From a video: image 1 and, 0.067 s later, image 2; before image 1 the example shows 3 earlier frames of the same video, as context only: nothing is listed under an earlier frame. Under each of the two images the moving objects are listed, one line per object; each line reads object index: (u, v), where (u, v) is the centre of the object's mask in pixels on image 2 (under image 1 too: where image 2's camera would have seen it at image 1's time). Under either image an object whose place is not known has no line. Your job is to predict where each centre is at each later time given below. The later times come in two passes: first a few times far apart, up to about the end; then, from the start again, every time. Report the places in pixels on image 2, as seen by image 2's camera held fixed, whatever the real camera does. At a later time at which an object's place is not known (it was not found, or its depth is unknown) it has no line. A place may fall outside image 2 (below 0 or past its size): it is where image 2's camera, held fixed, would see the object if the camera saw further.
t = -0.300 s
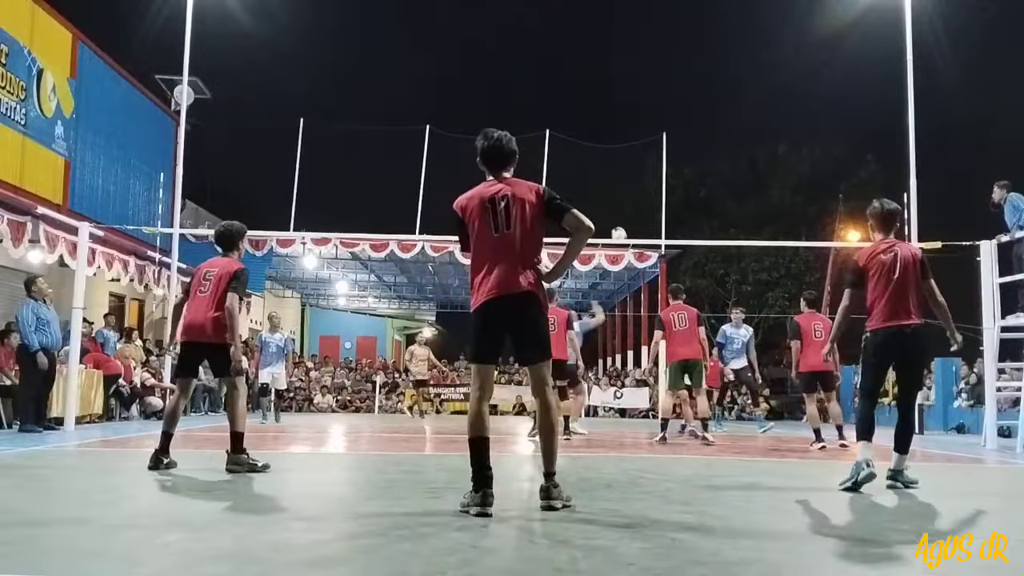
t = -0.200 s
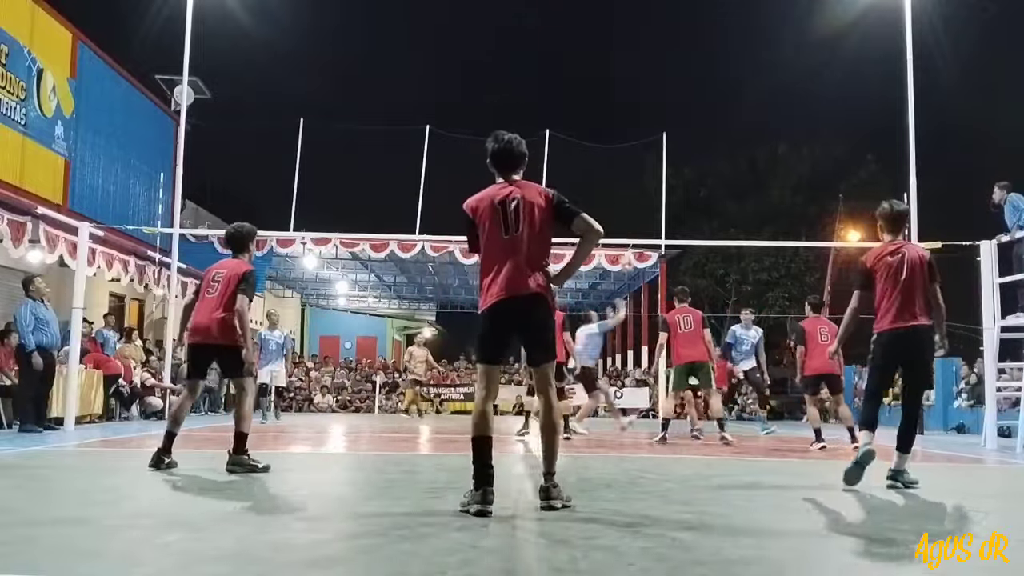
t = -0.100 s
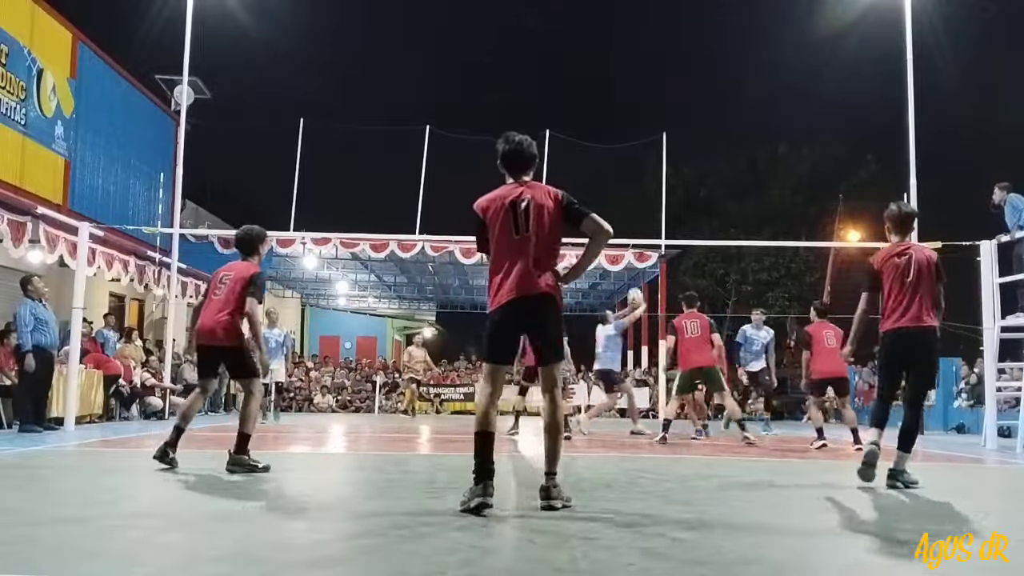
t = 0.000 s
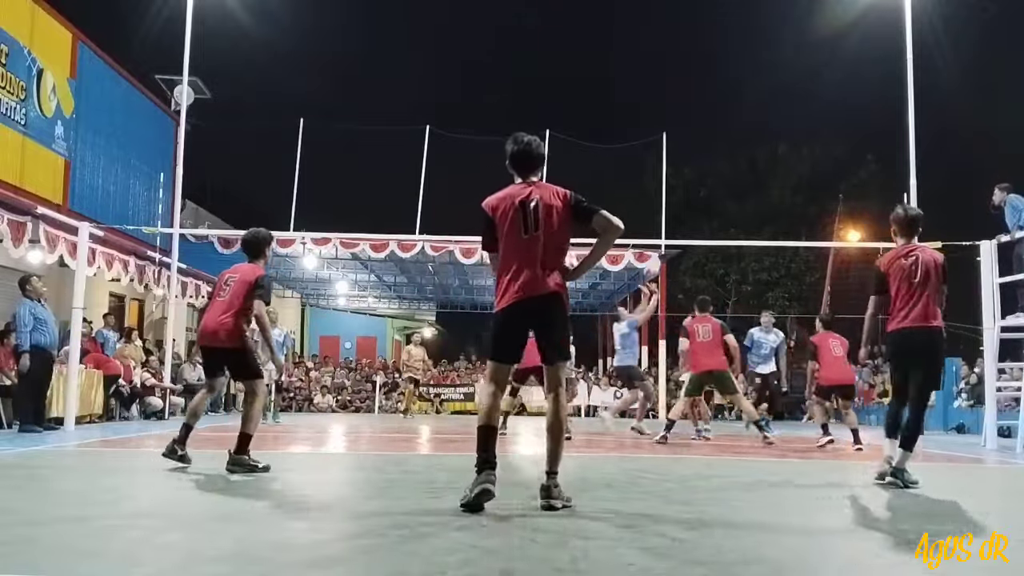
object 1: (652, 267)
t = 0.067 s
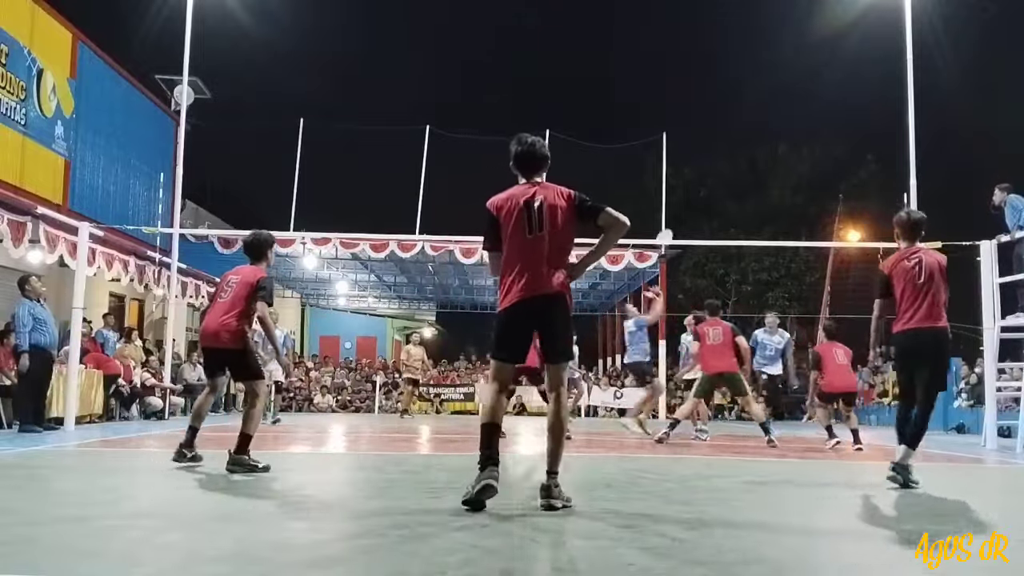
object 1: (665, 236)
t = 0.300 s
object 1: (705, 164)
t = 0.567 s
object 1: (753, 126)
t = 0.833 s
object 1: (801, 138)
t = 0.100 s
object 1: (671, 224)
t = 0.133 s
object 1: (676, 213)
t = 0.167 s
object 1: (682, 202)
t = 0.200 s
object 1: (688, 191)
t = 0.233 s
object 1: (693, 181)
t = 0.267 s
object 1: (700, 172)
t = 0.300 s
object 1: (705, 164)
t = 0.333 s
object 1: (711, 157)
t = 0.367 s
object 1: (717, 150)
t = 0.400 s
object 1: (723, 144)
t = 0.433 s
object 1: (729, 139)
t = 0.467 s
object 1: (735, 135)
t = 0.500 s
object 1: (741, 131)
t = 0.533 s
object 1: (747, 128)
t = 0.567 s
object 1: (753, 126)
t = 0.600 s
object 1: (759, 125)
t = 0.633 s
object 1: (765, 124)
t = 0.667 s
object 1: (771, 125)
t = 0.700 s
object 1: (777, 126)
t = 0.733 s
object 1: (783, 127)
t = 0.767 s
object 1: (789, 130)
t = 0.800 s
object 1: (795, 134)
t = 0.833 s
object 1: (801, 138)
